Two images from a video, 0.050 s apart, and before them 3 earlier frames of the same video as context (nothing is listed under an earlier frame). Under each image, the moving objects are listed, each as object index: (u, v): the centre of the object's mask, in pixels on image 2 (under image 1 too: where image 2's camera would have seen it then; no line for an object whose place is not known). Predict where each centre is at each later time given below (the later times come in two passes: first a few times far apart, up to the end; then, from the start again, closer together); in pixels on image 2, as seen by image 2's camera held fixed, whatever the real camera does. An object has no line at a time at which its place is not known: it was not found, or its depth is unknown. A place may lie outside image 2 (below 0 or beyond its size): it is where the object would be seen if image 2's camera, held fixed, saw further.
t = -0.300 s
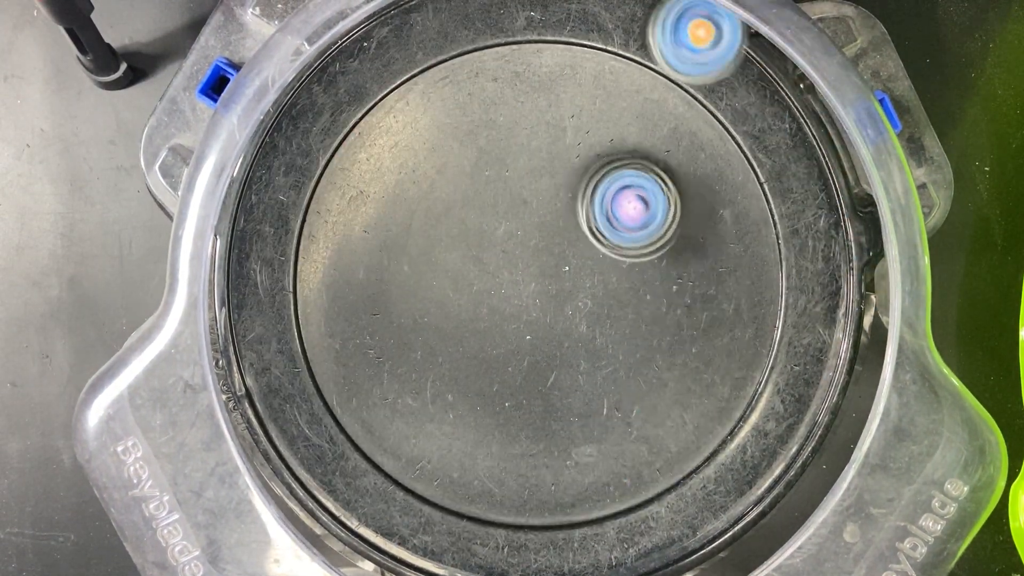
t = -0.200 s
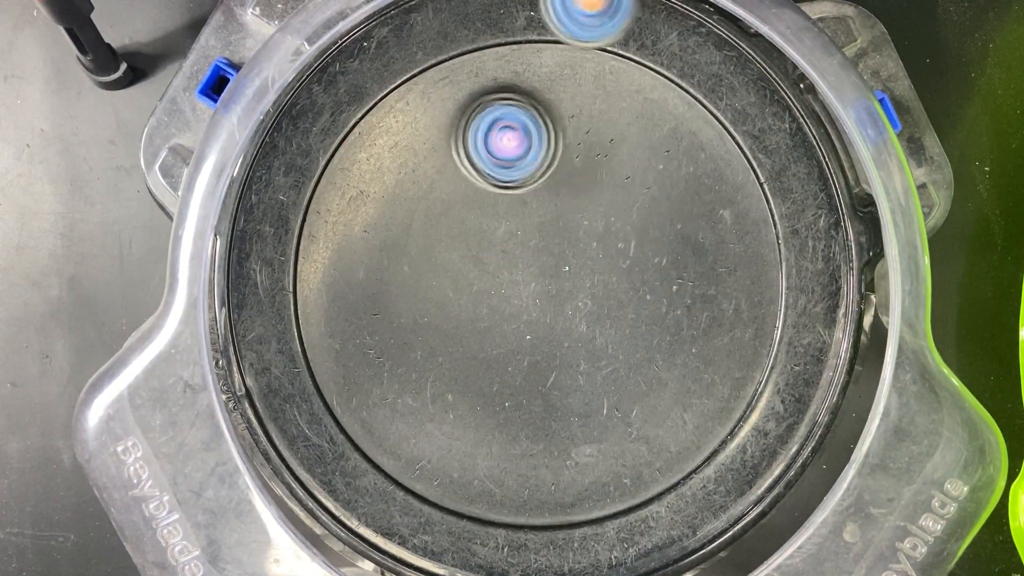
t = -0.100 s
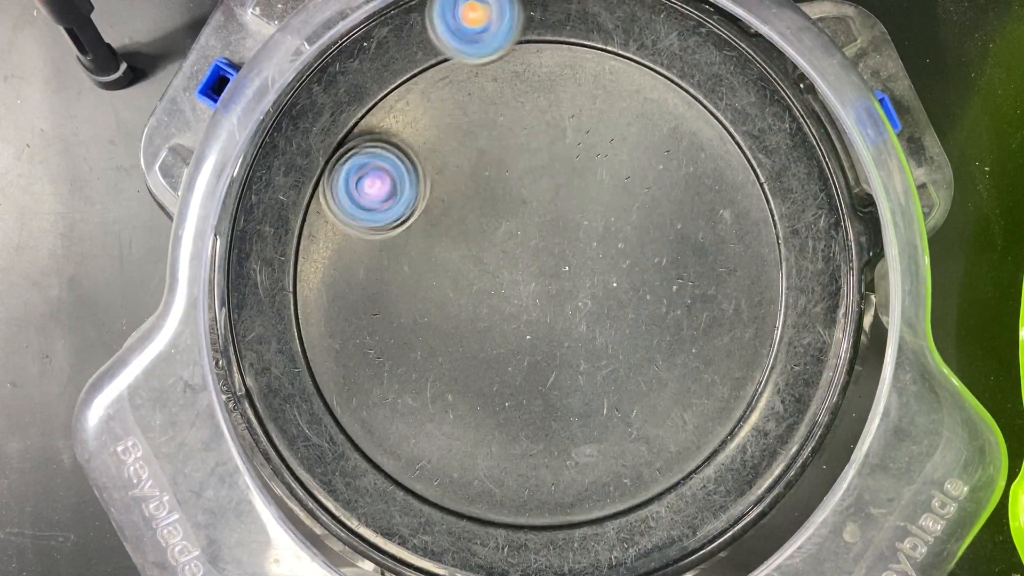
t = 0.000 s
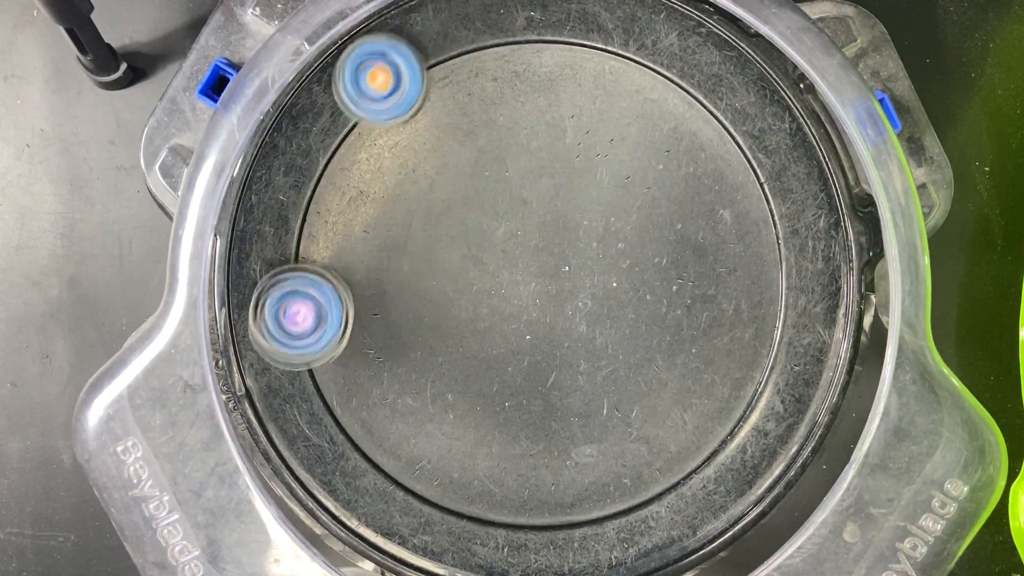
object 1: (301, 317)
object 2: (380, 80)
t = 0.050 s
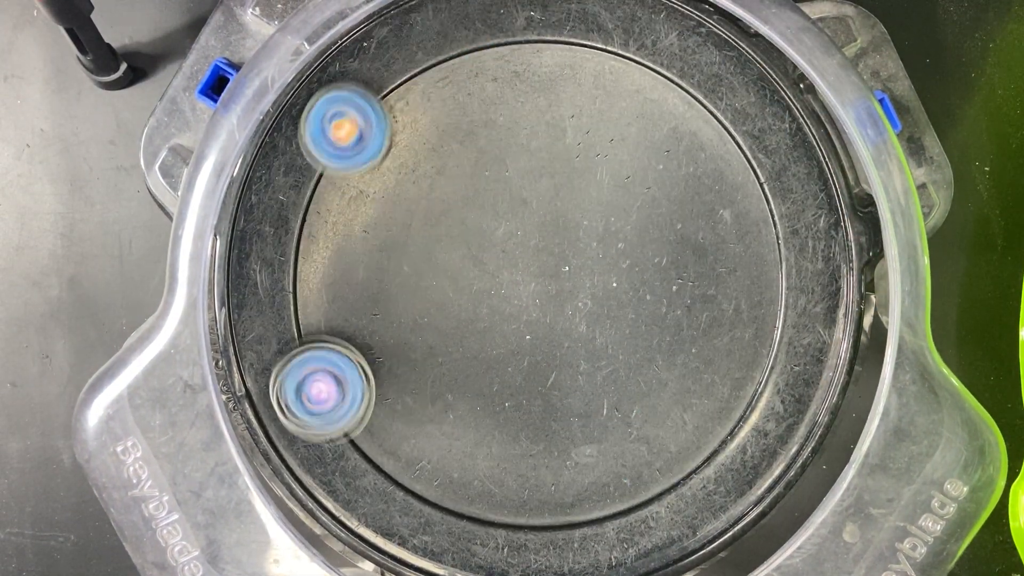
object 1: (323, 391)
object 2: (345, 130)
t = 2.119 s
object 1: (638, 510)
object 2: (578, 174)
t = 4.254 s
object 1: (690, 363)
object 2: (625, 170)
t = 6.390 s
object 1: (638, 233)
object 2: (681, 402)
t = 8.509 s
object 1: (531, 130)
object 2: (442, 378)
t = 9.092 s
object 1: (605, 413)
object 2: (582, 187)
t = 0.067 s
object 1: (334, 413)
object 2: (336, 149)
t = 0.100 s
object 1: (363, 452)
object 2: (320, 197)
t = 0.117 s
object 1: (383, 469)
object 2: (315, 224)
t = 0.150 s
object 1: (421, 495)
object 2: (312, 274)
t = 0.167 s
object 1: (441, 504)
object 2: (316, 299)
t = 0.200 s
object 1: (483, 516)
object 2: (327, 344)
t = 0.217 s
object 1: (506, 517)
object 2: (336, 365)
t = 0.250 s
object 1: (553, 511)
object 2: (359, 404)
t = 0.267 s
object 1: (575, 503)
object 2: (371, 422)
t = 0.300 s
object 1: (615, 480)
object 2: (403, 455)
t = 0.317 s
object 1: (633, 465)
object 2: (420, 471)
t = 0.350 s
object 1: (660, 428)
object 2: (458, 496)
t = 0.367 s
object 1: (670, 407)
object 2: (480, 507)
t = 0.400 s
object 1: (683, 360)
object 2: (524, 521)
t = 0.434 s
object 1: (688, 310)
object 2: (570, 515)
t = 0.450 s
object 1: (688, 286)
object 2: (593, 511)
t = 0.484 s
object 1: (681, 235)
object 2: (635, 499)
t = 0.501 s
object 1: (674, 212)
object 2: (653, 486)
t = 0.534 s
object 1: (650, 167)
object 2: (685, 462)
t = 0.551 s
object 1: (633, 147)
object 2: (700, 450)
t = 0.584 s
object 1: (595, 118)
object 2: (726, 425)
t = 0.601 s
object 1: (572, 105)
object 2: (736, 411)
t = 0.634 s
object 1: (522, 93)
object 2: (749, 380)
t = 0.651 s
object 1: (497, 92)
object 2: (755, 367)
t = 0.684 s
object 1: (447, 96)
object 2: (766, 338)
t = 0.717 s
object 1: (397, 114)
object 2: (768, 309)
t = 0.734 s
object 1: (373, 128)
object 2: (768, 293)
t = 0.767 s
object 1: (335, 162)
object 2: (764, 262)
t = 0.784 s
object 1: (320, 183)
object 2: (758, 245)
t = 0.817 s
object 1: (302, 230)
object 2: (745, 215)
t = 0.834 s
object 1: (298, 260)
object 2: (736, 200)
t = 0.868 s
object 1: (298, 313)
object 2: (714, 174)
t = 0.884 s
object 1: (301, 339)
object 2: (701, 162)
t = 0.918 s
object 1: (317, 385)
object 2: (672, 143)
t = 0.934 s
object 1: (328, 407)
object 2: (656, 134)
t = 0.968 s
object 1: (358, 443)
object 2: (623, 122)
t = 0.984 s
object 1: (375, 459)
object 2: (605, 119)
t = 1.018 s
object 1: (413, 487)
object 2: (567, 118)
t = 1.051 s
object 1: (457, 505)
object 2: (529, 124)
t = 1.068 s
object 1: (481, 511)
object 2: (512, 129)
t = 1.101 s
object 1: (529, 513)
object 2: (476, 145)
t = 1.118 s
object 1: (554, 510)
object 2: (460, 154)
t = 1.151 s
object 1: (599, 496)
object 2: (431, 178)
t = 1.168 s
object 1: (620, 485)
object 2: (418, 193)
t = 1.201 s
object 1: (658, 456)
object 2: (398, 224)
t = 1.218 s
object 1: (673, 439)
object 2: (390, 240)
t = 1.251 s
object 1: (701, 400)
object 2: (379, 274)
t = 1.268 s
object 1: (713, 379)
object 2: (377, 290)
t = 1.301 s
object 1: (730, 336)
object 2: (376, 324)
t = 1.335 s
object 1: (740, 291)
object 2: (381, 356)
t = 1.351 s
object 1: (743, 268)
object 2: (384, 371)
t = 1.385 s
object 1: (740, 224)
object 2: (394, 400)
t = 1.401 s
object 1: (734, 201)
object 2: (400, 414)
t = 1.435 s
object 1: (715, 158)
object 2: (413, 442)
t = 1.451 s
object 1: (700, 137)
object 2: (420, 454)
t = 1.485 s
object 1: (665, 103)
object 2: (437, 478)
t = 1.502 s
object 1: (643, 90)
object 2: (448, 489)
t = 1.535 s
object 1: (595, 70)
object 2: (472, 507)
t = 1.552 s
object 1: (568, 65)
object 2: (485, 514)
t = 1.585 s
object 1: (517, 65)
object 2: (518, 516)
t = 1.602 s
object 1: (491, 69)
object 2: (535, 515)
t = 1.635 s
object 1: (444, 85)
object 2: (570, 513)
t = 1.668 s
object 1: (399, 112)
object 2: (600, 505)
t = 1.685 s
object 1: (380, 131)
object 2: (614, 499)
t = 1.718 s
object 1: (348, 173)
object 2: (640, 482)
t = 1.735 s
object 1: (337, 197)
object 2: (652, 471)
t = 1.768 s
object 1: (322, 246)
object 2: (669, 449)
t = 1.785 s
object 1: (320, 271)
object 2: (675, 437)
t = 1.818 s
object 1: (321, 319)
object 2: (685, 411)
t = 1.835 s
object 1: (326, 344)
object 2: (687, 398)
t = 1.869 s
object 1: (343, 389)
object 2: (689, 370)
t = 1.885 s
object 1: (355, 409)
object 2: (689, 355)
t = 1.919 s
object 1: (384, 447)
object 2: (688, 326)
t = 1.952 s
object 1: (418, 480)
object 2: (682, 294)
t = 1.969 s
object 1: (438, 494)
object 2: (677, 279)
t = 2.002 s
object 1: (481, 515)
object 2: (664, 248)
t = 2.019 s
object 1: (504, 522)
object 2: (655, 233)
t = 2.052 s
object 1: (550, 529)
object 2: (634, 208)
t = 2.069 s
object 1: (572, 528)
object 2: (622, 197)
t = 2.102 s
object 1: (616, 520)
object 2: (593, 180)
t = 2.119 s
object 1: (638, 510)
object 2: (578, 174)
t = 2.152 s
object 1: (677, 490)
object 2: (545, 166)
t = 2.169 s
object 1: (694, 478)
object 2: (529, 165)
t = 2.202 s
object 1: (722, 451)
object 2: (496, 168)
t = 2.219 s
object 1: (734, 436)
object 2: (481, 171)
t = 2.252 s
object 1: (753, 402)
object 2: (450, 182)
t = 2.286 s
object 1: (769, 364)
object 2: (424, 199)
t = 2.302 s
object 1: (774, 342)
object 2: (411, 210)
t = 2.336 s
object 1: (779, 300)
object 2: (391, 231)
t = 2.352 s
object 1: (776, 277)
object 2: (382, 244)
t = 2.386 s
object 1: (765, 232)
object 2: (369, 270)
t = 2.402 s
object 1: (755, 211)
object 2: (364, 284)
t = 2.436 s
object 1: (729, 171)
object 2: (358, 314)
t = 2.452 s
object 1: (712, 154)
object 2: (357, 328)
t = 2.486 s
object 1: (675, 125)
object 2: (358, 357)
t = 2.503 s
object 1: (654, 114)
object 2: (361, 371)
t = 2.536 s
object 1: (606, 100)
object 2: (367, 396)
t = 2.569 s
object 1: (556, 96)
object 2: (377, 419)
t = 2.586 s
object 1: (532, 99)
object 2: (383, 431)
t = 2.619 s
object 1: (484, 112)
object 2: (397, 451)
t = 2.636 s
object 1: (462, 122)
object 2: (406, 460)
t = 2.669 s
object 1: (421, 149)
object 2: (427, 476)
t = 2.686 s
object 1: (405, 166)
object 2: (438, 483)
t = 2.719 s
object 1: (376, 206)
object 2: (464, 492)
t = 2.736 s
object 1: (365, 225)
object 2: (478, 495)
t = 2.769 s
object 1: (350, 271)
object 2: (507, 497)
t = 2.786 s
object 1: (346, 294)
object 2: (522, 495)
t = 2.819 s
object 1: (345, 338)
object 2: (548, 488)
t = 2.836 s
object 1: (349, 360)
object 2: (560, 482)
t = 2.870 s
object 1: (360, 402)
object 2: (582, 468)
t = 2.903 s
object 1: (377, 442)
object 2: (602, 448)
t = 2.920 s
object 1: (388, 460)
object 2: (612, 437)
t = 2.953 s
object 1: (416, 496)
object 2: (627, 411)
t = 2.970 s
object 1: (434, 510)
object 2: (633, 397)
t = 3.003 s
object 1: (479, 523)
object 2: (642, 367)
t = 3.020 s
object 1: (501, 528)
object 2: (645, 352)
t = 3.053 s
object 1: (548, 527)
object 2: (648, 319)
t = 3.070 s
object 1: (571, 524)
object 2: (648, 303)
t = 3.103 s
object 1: (613, 516)
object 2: (645, 271)
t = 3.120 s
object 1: (631, 509)
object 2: (641, 256)
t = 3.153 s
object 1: (663, 489)
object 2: (630, 226)
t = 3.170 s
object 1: (678, 476)
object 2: (622, 213)
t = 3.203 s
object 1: (703, 446)
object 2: (603, 189)
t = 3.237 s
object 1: (721, 409)
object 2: (580, 170)
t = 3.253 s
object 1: (726, 390)
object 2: (567, 162)
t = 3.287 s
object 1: (731, 353)
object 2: (539, 153)
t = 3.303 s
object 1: (732, 334)
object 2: (525, 149)
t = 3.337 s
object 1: (729, 297)
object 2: (495, 147)
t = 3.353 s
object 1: (724, 278)
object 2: (480, 149)
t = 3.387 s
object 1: (710, 240)
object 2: (454, 155)
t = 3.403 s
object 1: (700, 222)
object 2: (439, 160)
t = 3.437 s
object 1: (673, 187)
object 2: (415, 174)
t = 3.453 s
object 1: (657, 172)
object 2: (404, 184)
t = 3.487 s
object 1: (618, 146)
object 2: (384, 204)
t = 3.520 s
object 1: (576, 133)
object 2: (367, 230)
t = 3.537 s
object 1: (554, 129)
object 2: (363, 243)
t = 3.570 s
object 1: (508, 130)
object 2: (356, 273)
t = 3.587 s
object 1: (485, 134)
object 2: (355, 288)
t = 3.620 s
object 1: (443, 150)
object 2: (358, 317)
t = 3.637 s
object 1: (423, 159)
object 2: (363, 330)
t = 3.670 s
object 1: (387, 188)
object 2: (374, 356)
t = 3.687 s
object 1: (372, 204)
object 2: (382, 367)
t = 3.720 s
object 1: (348, 241)
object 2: (401, 388)
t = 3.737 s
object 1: (339, 260)
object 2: (411, 397)
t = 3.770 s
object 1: (326, 301)
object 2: (434, 413)
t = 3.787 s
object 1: (323, 322)
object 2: (447, 420)
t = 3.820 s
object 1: (322, 364)
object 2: (472, 430)
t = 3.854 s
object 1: (330, 404)
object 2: (500, 436)
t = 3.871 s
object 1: (337, 425)
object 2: (514, 436)
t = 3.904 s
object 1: (366, 459)
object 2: (543, 432)
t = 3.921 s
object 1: (381, 472)
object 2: (557, 428)
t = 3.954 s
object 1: (415, 497)
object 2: (583, 416)
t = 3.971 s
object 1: (435, 506)
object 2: (595, 407)
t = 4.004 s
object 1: (476, 519)
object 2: (616, 386)
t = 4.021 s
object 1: (497, 523)
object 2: (625, 374)
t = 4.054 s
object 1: (538, 523)
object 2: (639, 346)
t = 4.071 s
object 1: (557, 520)
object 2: (645, 331)
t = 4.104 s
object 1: (595, 507)
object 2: (653, 302)
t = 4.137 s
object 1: (628, 484)
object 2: (657, 271)
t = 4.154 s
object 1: (643, 470)
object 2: (657, 255)
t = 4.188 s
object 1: (666, 438)
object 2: (653, 225)
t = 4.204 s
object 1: (674, 421)
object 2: (649, 210)
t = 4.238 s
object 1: (687, 382)
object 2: (634, 183)
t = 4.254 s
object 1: (690, 363)
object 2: (625, 170)
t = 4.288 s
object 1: (692, 320)
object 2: (602, 150)
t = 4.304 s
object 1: (691, 299)
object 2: (588, 141)
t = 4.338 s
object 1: (684, 256)
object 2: (558, 131)
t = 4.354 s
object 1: (679, 236)
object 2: (543, 128)
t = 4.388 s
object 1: (660, 196)
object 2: (509, 128)
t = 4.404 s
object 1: (647, 179)
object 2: (493, 131)
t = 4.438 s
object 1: (614, 149)
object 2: (462, 143)
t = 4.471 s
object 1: (576, 128)
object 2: (434, 161)
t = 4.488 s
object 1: (553, 121)
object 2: (423, 173)
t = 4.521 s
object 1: (509, 116)
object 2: (404, 199)
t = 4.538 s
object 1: (488, 117)
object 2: (396, 213)
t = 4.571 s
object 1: (445, 126)
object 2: (387, 242)
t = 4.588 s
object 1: (425, 133)
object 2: (383, 257)
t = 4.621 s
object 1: (388, 157)
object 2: (384, 286)
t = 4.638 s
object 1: (371, 172)
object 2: (386, 300)
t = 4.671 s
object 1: (344, 205)
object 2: (395, 326)
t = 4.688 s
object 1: (333, 224)
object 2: (401, 340)
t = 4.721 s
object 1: (318, 264)
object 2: (417, 364)
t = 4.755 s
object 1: (312, 305)
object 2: (436, 386)
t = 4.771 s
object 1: (313, 326)
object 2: (448, 396)
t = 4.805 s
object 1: (320, 367)
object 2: (472, 413)
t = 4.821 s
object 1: (327, 386)
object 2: (485, 420)
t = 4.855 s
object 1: (345, 421)
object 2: (511, 431)
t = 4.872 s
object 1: (358, 438)
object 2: (525, 434)
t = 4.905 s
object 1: (386, 467)
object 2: (552, 436)
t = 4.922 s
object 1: (402, 479)
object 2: (565, 435)
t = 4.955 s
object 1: (437, 498)
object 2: (591, 429)
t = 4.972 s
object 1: (456, 506)
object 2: (603, 424)
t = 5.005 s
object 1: (496, 513)
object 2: (626, 410)
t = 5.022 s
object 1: (517, 514)
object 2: (636, 401)
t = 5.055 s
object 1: (558, 509)
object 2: (653, 381)
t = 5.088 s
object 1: (595, 494)
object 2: (667, 359)
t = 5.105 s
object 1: (612, 485)
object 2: (672, 347)
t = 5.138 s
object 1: (645, 460)
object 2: (681, 323)
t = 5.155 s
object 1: (658, 447)
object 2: (684, 310)
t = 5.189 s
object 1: (680, 414)
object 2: (687, 285)
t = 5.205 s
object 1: (689, 397)
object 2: (687, 272)
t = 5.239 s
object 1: (703, 360)
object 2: (684, 247)
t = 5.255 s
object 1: (709, 340)
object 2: (681, 235)
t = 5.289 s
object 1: (716, 300)
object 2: (671, 212)
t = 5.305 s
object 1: (719, 283)
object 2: (662, 197)
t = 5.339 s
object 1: (733, 279)
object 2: (629, 143)
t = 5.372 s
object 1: (742, 271)
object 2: (594, 104)
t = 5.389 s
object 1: (743, 264)
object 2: (573, 89)
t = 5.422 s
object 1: (741, 245)
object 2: (536, 73)
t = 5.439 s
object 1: (738, 234)
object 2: (516, 70)
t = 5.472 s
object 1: (727, 210)
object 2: (476, 72)
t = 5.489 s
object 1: (719, 198)
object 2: (457, 75)
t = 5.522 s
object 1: (698, 175)
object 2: (421, 88)
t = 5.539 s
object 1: (684, 165)
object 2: (404, 96)
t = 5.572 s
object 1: (653, 149)
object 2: (377, 119)
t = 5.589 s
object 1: (636, 143)
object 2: (365, 138)
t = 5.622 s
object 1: (601, 138)
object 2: (346, 169)
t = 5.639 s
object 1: (581, 138)
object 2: (337, 185)
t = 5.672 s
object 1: (544, 146)
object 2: (324, 217)
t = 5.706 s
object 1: (509, 160)
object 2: (314, 247)
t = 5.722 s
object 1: (493, 172)
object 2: (312, 264)
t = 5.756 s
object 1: (465, 196)
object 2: (311, 294)
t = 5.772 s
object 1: (453, 210)
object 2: (312, 309)
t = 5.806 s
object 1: (434, 243)
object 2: (319, 338)
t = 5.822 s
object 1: (428, 259)
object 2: (323, 352)
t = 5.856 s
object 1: (419, 294)
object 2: (335, 378)
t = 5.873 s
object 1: (418, 312)
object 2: (343, 390)
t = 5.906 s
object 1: (426, 341)
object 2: (353, 419)
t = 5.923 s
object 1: (438, 351)
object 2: (357, 438)
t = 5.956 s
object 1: (461, 373)
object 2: (387, 457)
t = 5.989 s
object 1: (485, 398)
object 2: (419, 475)
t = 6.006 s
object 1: (498, 409)
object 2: (433, 484)
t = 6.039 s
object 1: (527, 426)
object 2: (462, 499)
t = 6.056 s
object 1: (543, 432)
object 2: (477, 504)
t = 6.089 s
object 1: (572, 435)
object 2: (504, 511)
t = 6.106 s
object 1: (586, 433)
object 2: (518, 514)
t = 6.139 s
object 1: (611, 425)
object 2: (546, 514)
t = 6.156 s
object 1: (622, 418)
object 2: (560, 513)
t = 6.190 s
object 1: (641, 398)
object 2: (585, 506)
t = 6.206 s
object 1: (648, 387)
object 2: (598, 501)
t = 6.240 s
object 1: (660, 362)
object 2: (621, 488)
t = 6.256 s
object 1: (663, 348)
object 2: (631, 481)
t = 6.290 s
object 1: (667, 319)
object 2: (649, 463)
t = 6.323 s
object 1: (664, 290)
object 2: (663, 445)
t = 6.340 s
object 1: (660, 275)
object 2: (669, 435)
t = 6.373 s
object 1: (648, 246)
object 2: (678, 413)
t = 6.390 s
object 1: (638, 233)
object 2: (681, 402)
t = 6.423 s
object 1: (614, 212)
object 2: (687, 379)
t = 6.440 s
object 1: (601, 204)
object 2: (688, 366)
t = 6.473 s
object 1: (570, 193)
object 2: (691, 342)
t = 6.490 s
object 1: (554, 191)
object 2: (690, 329)
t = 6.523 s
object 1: (521, 194)
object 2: (689, 303)
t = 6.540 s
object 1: (504, 197)
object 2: (687, 289)
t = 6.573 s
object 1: (474, 211)
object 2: (681, 263)
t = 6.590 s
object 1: (459, 220)
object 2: (676, 250)
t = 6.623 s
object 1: (436, 243)
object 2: (663, 225)
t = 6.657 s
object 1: (418, 270)
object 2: (646, 202)
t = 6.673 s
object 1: (411, 285)
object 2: (636, 191)
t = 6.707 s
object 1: (403, 315)
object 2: (613, 173)
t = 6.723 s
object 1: (402, 331)
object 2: (601, 166)
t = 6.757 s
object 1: (404, 361)
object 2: (574, 156)
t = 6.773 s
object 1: (407, 376)
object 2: (560, 153)
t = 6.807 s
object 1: (417, 405)
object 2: (531, 151)
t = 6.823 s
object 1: (423, 418)
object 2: (517, 151)
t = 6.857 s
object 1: (437, 443)
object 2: (488, 155)
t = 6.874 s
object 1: (445, 454)
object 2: (475, 159)
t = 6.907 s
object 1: (464, 473)
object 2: (448, 169)
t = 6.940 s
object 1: (485, 488)
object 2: (425, 184)
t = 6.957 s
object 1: (497, 493)
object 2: (414, 193)
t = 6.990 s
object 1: (524, 498)
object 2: (395, 213)
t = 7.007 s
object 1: (538, 498)
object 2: (387, 225)
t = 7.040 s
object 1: (565, 493)
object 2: (374, 248)
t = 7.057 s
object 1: (578, 489)
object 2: (369, 260)
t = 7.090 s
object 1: (601, 474)
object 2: (363, 285)
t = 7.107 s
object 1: (611, 465)
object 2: (361, 297)
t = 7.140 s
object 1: (629, 441)
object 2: (362, 322)
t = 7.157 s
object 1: (636, 428)
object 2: (364, 334)
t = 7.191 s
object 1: (646, 398)
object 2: (369, 356)
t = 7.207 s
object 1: (649, 382)
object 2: (373, 366)
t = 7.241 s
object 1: (650, 349)
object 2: (382, 387)
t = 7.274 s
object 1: (648, 316)
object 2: (394, 404)
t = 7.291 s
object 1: (644, 297)
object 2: (401, 413)
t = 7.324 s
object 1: (633, 265)
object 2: (416, 429)
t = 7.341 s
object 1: (626, 249)
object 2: (423, 436)
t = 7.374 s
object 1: (606, 221)
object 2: (440, 449)
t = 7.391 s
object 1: (595, 210)
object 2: (449, 454)
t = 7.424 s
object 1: (568, 192)
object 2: (468, 463)
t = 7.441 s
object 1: (553, 185)
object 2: (479, 465)
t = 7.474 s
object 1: (522, 177)
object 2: (499, 469)
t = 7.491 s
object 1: (506, 176)
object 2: (511, 469)
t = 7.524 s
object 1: (472, 177)
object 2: (532, 467)
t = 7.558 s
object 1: (440, 186)
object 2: (554, 460)
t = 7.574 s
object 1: (426, 193)
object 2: (564, 456)
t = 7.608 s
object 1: (401, 211)
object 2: (585, 443)
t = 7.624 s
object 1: (389, 223)
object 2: (594, 435)
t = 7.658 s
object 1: (370, 248)
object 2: (612, 417)
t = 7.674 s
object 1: (362, 262)
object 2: (619, 406)
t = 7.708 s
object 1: (352, 291)
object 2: (632, 384)
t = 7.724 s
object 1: (349, 306)
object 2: (636, 372)
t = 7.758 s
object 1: (350, 334)
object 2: (643, 346)
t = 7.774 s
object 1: (353, 348)
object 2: (646, 333)
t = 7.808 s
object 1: (362, 373)
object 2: (648, 305)
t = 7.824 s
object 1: (368, 385)
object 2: (647, 291)
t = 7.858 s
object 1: (384, 406)
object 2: (644, 263)
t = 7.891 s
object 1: (403, 426)
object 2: (636, 238)
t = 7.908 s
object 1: (414, 433)
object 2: (631, 226)
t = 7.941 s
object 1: (437, 447)
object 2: (616, 204)
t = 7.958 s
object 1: (450, 452)
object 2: (607, 194)
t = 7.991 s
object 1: (476, 457)
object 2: (587, 178)
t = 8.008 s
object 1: (490, 459)
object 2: (575, 172)
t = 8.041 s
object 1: (518, 456)
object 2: (551, 164)
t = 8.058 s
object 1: (533, 453)
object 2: (538, 161)
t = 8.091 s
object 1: (561, 442)
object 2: (513, 160)
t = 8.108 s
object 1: (574, 434)
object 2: (499, 161)
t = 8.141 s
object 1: (599, 414)
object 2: (475, 167)
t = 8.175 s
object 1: (618, 390)
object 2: (452, 178)
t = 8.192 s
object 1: (626, 376)
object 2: (442, 184)
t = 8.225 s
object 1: (639, 345)
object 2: (424, 201)
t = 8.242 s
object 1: (644, 330)
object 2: (417, 211)
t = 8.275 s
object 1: (649, 296)
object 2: (403, 231)
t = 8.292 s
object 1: (650, 279)
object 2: (399, 242)
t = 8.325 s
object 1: (648, 246)
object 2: (393, 265)
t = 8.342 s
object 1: (644, 231)
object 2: (393, 277)
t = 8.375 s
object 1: (633, 200)
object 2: (395, 299)
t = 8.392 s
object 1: (625, 187)
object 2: (397, 311)
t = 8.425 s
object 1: (605, 162)
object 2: (406, 332)
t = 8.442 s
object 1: (593, 153)
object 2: (411, 343)
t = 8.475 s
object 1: (563, 138)
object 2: (425, 361)
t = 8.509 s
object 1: (531, 130)
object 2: (442, 378)
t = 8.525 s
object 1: (515, 130)
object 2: (451, 385)
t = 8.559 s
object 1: (483, 132)
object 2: (471, 398)
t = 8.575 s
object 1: (468, 137)
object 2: (481, 403)
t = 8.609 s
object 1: (439, 151)
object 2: (503, 410)
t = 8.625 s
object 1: (427, 160)
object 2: (513, 411)
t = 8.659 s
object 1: (404, 185)
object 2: (536, 411)
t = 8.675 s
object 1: (396, 199)
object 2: (546, 409)
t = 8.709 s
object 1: (383, 227)
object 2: (568, 404)
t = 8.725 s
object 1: (379, 243)
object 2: (578, 399)
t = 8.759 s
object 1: (377, 275)
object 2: (596, 385)
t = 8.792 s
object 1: (383, 306)
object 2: (611, 368)
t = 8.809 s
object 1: (389, 320)
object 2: (618, 358)
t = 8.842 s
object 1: (404, 347)
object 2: (627, 337)
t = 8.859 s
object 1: (414, 360)
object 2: (631, 325)
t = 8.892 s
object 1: (436, 382)
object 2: (636, 302)
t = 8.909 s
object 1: (448, 391)
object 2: (637, 291)
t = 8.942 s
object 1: (474, 408)
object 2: (636, 268)
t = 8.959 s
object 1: (489, 414)
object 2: (634, 256)
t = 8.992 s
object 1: (519, 424)
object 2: (627, 234)
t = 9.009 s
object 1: (534, 426)
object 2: (622, 225)
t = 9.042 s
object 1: (564, 425)
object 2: (608, 207)
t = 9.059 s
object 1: (578, 423)
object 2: (601, 199)
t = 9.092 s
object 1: (605, 413)
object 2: (582, 187)
